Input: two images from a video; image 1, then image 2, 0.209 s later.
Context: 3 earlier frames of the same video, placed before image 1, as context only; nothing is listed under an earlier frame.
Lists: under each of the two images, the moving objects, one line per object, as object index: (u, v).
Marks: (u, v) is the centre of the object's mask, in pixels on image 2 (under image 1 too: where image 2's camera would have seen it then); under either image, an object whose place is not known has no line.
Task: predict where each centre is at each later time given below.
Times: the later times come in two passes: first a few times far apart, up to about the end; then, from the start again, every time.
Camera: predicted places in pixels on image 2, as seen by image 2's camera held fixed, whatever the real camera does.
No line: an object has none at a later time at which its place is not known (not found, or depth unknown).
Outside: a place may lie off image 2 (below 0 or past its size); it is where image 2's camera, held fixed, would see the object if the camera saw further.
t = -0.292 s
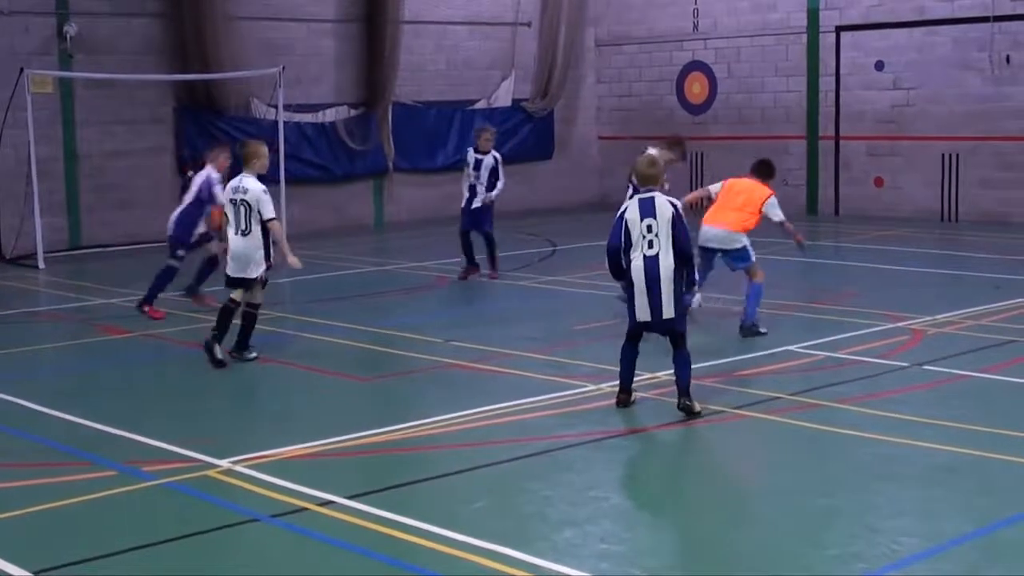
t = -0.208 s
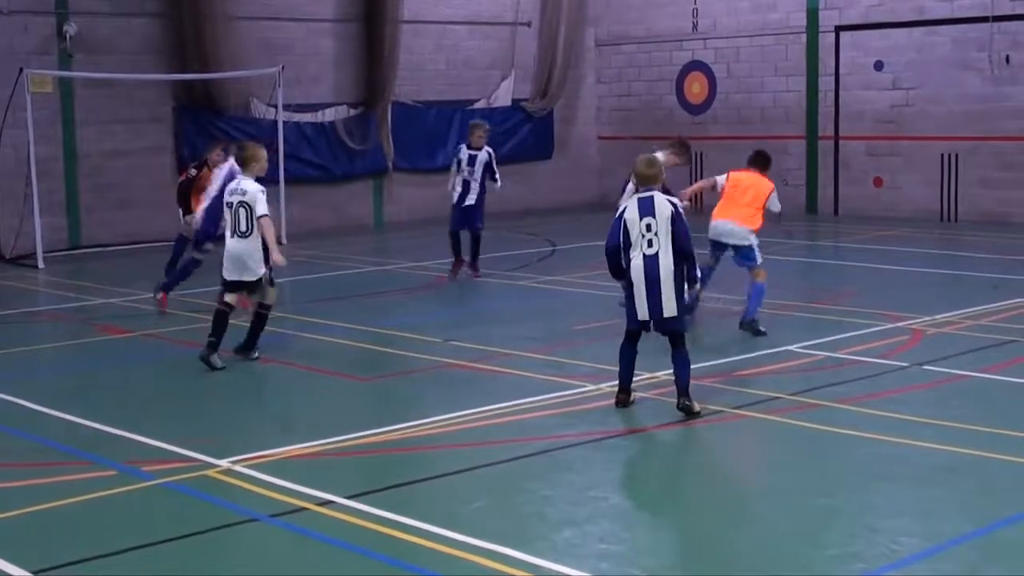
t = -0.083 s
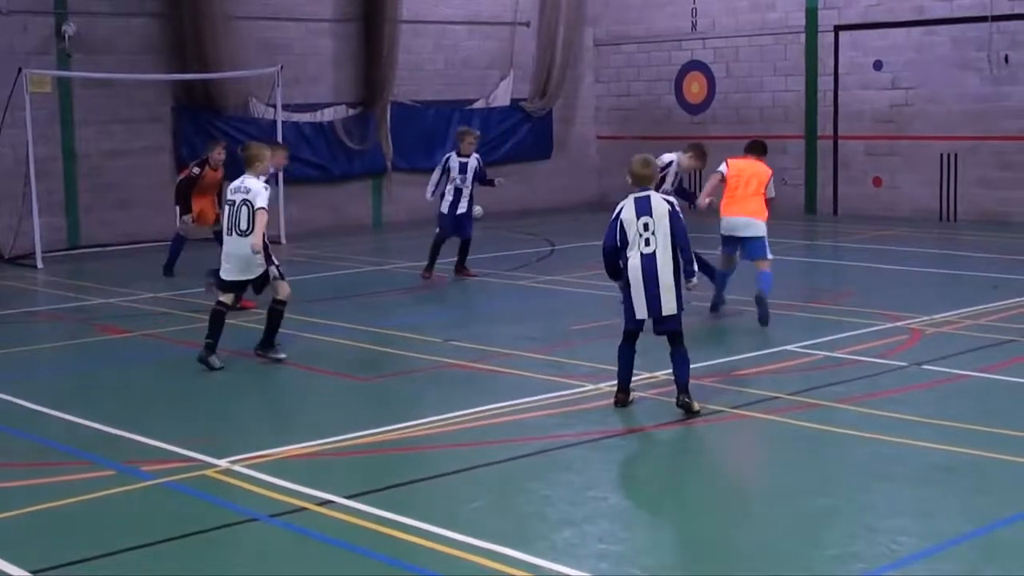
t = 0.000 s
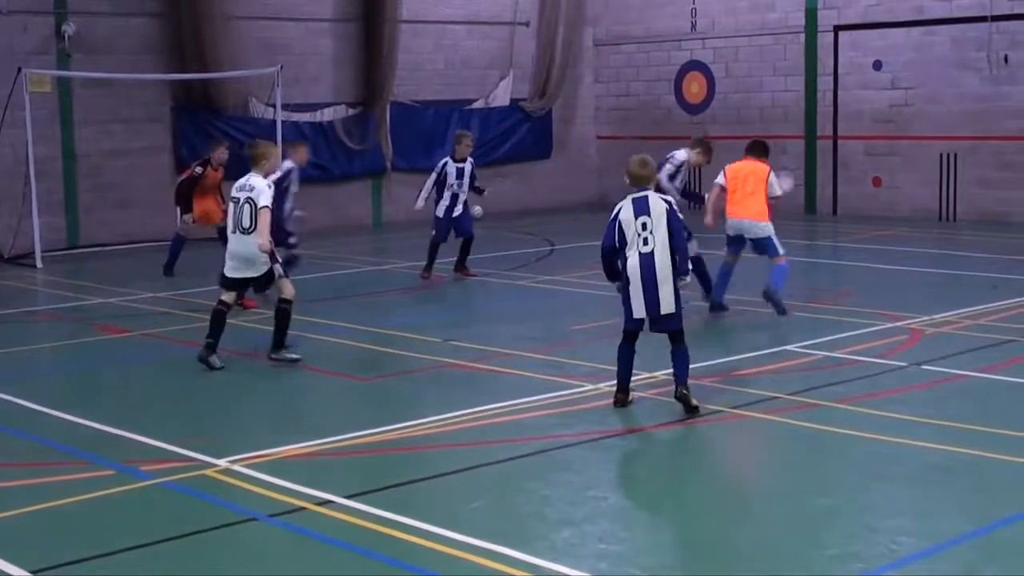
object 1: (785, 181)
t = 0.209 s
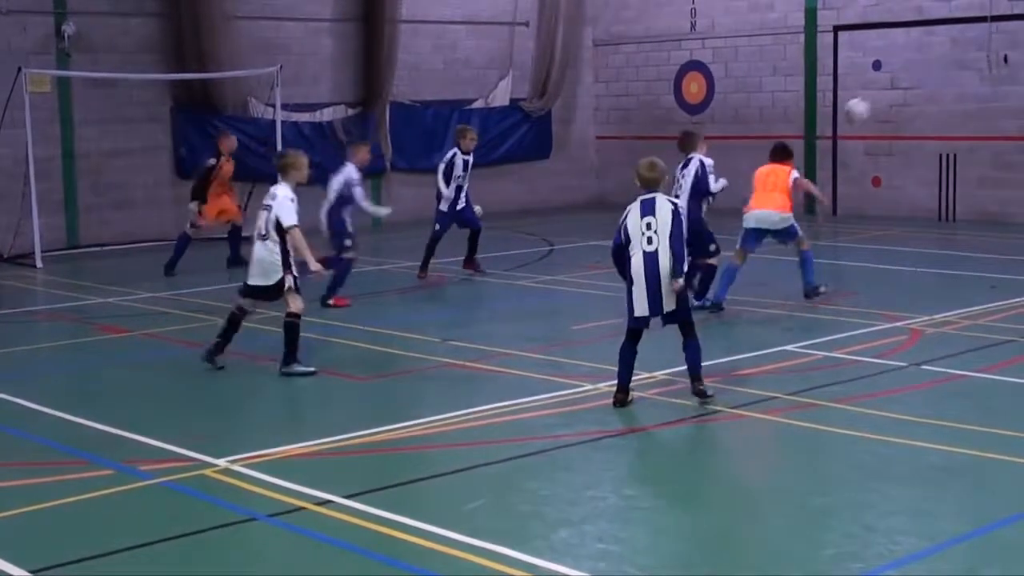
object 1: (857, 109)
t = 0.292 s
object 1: (887, 93)
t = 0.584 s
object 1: (978, 103)
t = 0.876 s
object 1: (1057, 199)
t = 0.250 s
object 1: (874, 100)
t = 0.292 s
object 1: (887, 93)
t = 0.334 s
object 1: (901, 89)
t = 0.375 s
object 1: (915, 88)
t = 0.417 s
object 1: (930, 86)
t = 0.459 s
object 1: (942, 89)
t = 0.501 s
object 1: (956, 90)
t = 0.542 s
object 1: (969, 97)
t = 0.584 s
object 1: (978, 103)
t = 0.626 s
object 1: (989, 112)
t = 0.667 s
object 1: (1002, 122)
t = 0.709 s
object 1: (1013, 134)
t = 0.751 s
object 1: (1025, 148)
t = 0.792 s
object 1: (1037, 163)
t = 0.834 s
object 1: (1049, 179)
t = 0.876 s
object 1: (1057, 199)
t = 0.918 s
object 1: (1069, 217)
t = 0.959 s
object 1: (1079, 239)
